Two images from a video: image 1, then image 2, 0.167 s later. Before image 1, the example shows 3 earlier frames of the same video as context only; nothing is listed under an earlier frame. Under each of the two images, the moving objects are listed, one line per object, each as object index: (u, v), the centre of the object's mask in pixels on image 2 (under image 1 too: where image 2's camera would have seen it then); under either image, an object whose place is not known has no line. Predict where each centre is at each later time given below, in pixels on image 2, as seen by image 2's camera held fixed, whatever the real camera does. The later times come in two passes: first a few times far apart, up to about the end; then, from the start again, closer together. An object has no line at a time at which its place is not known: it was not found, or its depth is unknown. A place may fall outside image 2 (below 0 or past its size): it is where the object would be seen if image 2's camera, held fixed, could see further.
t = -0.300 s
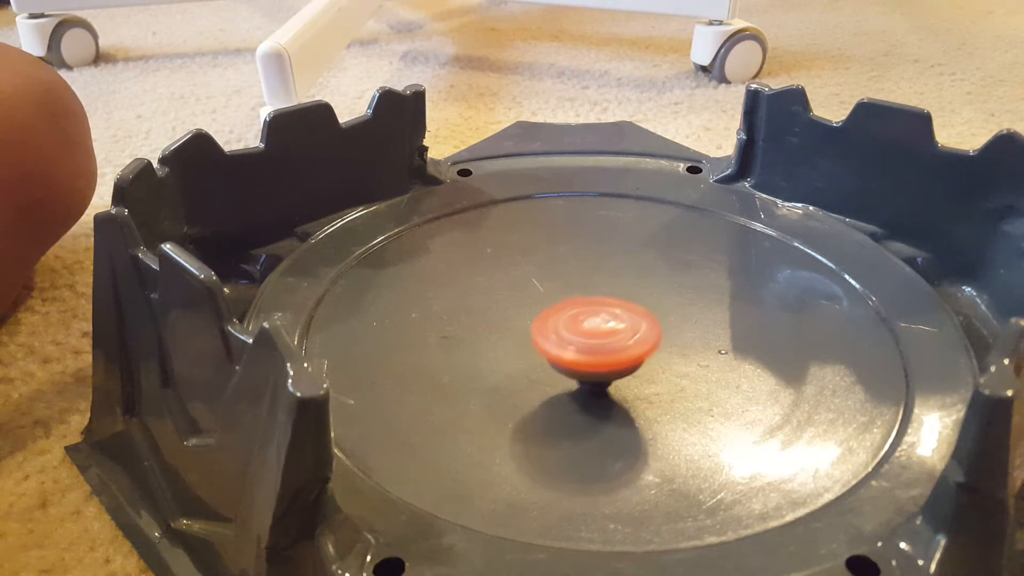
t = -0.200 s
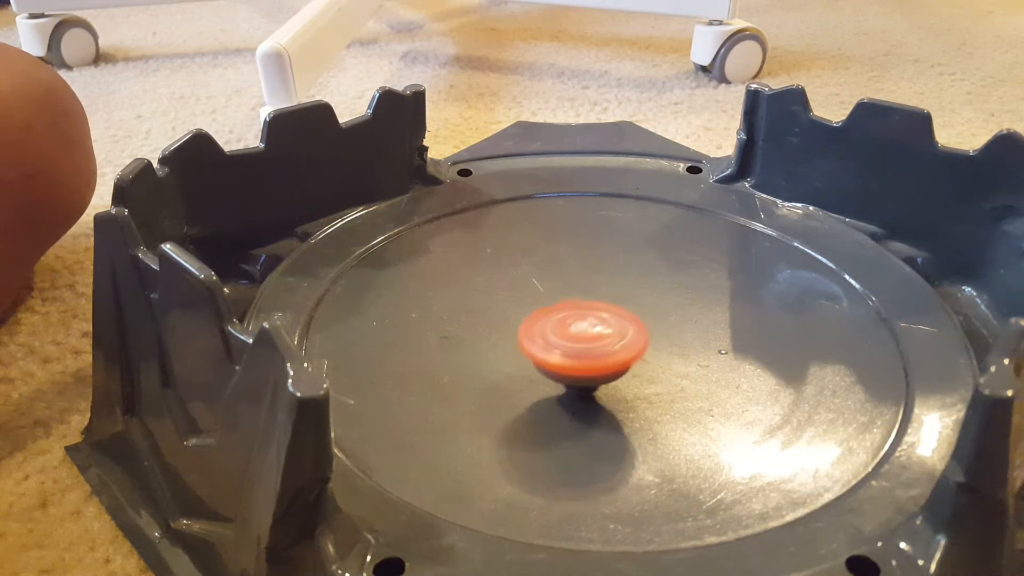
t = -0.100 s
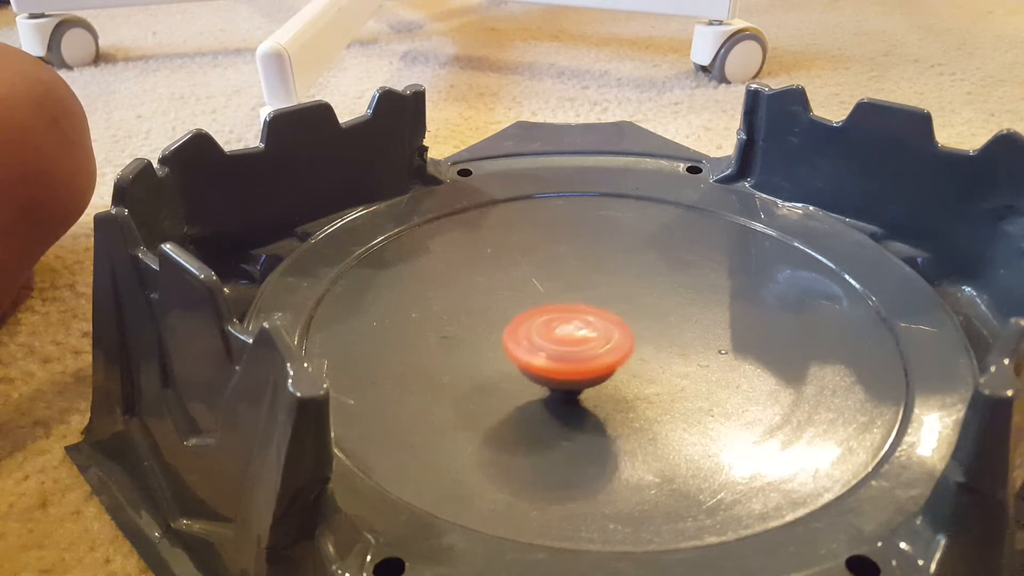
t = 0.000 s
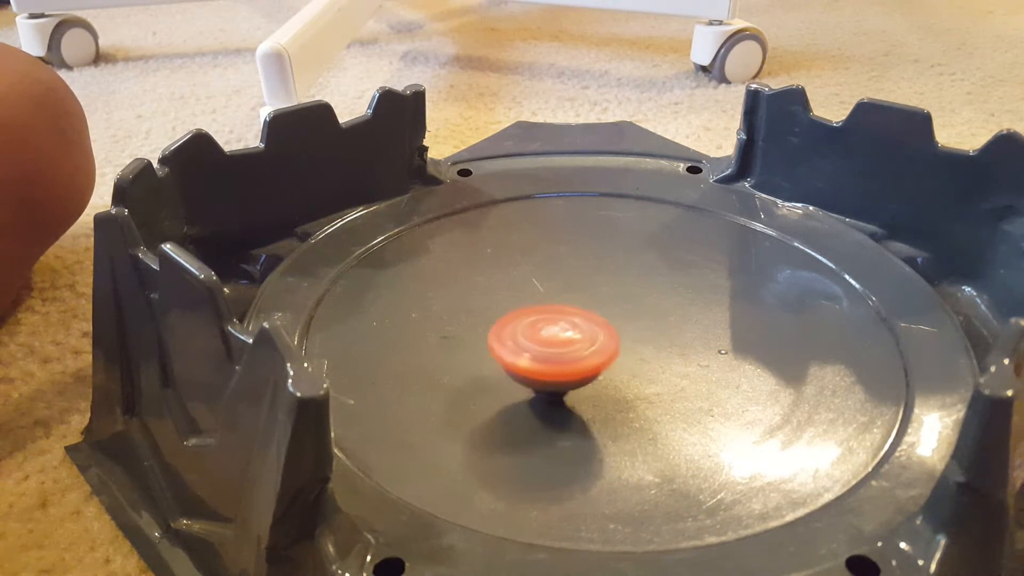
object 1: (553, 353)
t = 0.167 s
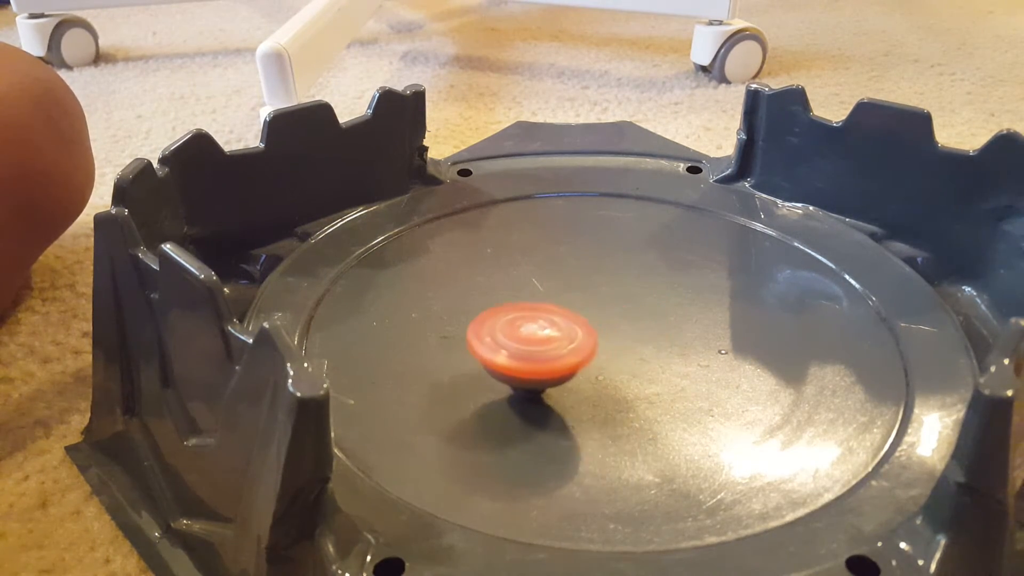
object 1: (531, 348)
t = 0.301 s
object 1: (519, 345)
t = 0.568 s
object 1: (516, 326)
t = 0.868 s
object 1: (538, 296)
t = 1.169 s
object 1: (561, 269)
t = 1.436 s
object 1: (579, 256)
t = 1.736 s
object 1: (597, 255)
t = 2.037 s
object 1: (609, 273)
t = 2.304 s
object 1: (613, 299)
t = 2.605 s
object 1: (613, 328)
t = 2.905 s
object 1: (595, 342)
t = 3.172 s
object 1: (577, 339)
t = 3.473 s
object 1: (556, 320)
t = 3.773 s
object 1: (553, 288)
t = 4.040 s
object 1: (557, 269)
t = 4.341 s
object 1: (569, 259)
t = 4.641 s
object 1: (588, 264)
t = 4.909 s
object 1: (598, 279)
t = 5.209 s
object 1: (601, 304)
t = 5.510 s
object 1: (594, 329)
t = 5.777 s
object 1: (576, 337)
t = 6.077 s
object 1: (557, 330)
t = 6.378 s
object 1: (557, 307)
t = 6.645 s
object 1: (570, 285)
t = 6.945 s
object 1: (586, 269)
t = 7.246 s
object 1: (599, 266)
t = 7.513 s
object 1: (604, 276)
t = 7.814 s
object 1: (593, 293)
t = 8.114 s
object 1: (573, 312)
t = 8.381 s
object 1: (554, 315)
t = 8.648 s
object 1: (541, 308)
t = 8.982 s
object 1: (541, 289)
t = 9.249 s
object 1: (558, 280)
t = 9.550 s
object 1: (584, 280)
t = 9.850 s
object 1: (600, 288)
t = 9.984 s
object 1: (601, 294)
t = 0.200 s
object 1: (528, 347)
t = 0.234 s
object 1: (525, 345)
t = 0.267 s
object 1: (522, 347)
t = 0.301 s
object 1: (519, 345)
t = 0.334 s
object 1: (517, 341)
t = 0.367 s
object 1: (515, 339)
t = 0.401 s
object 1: (514, 338)
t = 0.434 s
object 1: (513, 334)
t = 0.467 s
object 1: (513, 331)
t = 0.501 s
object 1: (513, 331)
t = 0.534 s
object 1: (514, 328)
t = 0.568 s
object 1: (516, 326)
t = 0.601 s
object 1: (518, 323)
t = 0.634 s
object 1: (520, 320)
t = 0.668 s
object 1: (522, 317)
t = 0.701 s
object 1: (525, 314)
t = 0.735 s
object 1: (527, 308)
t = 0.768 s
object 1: (530, 305)
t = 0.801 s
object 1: (532, 300)
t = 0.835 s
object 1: (535, 297)
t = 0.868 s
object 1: (538, 296)
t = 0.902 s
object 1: (540, 291)
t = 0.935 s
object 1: (542, 288)
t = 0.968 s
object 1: (545, 286)
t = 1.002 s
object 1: (548, 282)
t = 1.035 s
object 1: (550, 281)
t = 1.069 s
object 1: (553, 276)
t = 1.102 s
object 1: (556, 274)
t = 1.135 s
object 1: (558, 271)
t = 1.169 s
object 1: (561, 269)
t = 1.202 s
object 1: (563, 267)
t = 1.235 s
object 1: (565, 266)
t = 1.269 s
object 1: (568, 262)
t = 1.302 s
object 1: (570, 261)
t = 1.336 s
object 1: (572, 260)
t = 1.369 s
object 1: (575, 257)
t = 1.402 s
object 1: (577, 256)
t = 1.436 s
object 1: (579, 256)
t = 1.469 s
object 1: (581, 255)
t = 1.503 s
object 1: (584, 254)
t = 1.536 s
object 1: (585, 253)
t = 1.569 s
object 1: (588, 253)
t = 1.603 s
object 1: (589, 253)
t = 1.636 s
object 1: (591, 253)
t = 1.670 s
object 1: (593, 254)
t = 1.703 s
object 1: (595, 254)
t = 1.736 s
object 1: (597, 255)
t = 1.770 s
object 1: (598, 257)
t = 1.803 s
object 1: (599, 258)
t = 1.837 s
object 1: (601, 260)
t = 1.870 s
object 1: (602, 262)
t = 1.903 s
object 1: (604, 264)
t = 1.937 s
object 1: (605, 266)
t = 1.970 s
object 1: (607, 268)
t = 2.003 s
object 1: (608, 271)
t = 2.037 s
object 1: (609, 273)
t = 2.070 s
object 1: (610, 276)
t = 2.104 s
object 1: (611, 279)
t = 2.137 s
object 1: (611, 282)
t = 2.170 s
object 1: (612, 285)
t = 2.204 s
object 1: (612, 288)
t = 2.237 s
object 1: (613, 292)
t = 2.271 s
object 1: (613, 295)
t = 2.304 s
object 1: (613, 299)
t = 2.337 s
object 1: (613, 303)
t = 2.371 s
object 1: (613, 306)
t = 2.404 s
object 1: (613, 310)
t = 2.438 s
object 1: (614, 313)
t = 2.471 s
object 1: (614, 316)
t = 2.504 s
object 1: (614, 320)
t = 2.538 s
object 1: (614, 322)
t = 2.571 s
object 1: (614, 325)
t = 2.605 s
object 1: (613, 328)
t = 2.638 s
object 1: (613, 330)
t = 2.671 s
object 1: (612, 333)
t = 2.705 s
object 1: (610, 335)
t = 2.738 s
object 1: (609, 337)
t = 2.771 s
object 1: (607, 338)
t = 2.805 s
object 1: (604, 339)
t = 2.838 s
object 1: (602, 341)
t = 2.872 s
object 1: (599, 341)
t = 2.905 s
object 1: (595, 342)
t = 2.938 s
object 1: (592, 343)
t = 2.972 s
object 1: (591, 342)
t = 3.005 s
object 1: (592, 342)
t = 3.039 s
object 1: (591, 342)
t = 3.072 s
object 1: (588, 342)
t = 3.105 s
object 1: (584, 341)
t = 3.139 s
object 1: (580, 340)
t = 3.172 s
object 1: (577, 339)
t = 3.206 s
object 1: (573, 337)
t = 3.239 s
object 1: (570, 336)
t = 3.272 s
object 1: (567, 334)
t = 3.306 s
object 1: (564, 330)
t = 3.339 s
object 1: (562, 330)
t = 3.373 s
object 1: (560, 327)
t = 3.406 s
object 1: (558, 323)
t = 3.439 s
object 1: (557, 320)
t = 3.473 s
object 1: (556, 320)
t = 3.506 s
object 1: (555, 314)
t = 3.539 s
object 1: (554, 313)
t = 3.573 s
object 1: (554, 308)
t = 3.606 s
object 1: (553, 305)
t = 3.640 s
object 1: (553, 301)
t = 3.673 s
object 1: (553, 298)
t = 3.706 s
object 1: (553, 294)
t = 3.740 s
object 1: (553, 291)
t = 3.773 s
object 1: (553, 288)
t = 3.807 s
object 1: (553, 285)
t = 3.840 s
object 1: (553, 283)
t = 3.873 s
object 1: (554, 280)
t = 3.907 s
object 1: (554, 277)
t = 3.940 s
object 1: (555, 275)
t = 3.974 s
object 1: (556, 273)
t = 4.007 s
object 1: (557, 271)
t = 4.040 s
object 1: (557, 269)
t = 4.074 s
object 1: (558, 267)
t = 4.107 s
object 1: (559, 265)
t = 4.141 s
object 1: (560, 264)
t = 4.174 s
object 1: (561, 263)
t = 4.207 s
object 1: (562, 262)
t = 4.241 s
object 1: (564, 261)
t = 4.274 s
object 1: (566, 260)
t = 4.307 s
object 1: (567, 260)
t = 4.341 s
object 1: (569, 259)
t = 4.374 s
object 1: (571, 259)
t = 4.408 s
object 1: (574, 258)
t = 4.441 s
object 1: (576, 259)
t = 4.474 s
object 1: (578, 259)
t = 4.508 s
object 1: (580, 260)
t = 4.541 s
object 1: (582, 260)
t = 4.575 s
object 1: (584, 262)
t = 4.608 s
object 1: (586, 263)
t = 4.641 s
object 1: (588, 264)
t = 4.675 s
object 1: (590, 265)
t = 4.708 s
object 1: (591, 267)
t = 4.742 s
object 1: (593, 268)
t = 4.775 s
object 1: (594, 270)
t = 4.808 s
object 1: (595, 272)
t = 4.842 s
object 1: (597, 275)
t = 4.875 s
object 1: (598, 277)
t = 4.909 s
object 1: (598, 279)
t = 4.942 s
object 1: (599, 282)
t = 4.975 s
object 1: (600, 284)
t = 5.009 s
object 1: (600, 287)
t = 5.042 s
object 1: (600, 289)
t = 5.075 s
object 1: (601, 292)
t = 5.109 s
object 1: (600, 295)
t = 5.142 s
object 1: (601, 298)
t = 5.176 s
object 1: (601, 301)
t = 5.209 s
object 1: (601, 304)
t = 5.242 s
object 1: (601, 307)
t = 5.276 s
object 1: (601, 311)
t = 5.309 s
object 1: (600, 315)
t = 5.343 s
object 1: (599, 318)
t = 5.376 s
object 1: (598, 320)
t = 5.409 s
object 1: (598, 323)
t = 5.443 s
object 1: (597, 325)
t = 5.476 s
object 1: (596, 327)
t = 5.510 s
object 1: (594, 329)
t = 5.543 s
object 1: (593, 331)
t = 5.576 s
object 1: (591, 332)
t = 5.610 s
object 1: (589, 334)
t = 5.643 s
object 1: (587, 335)
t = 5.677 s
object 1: (584, 336)
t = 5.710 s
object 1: (582, 336)
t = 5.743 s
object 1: (579, 337)
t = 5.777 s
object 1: (576, 337)
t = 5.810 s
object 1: (574, 337)
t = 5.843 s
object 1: (571, 337)
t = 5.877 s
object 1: (568, 337)
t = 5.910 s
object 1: (566, 336)
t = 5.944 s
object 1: (564, 335)
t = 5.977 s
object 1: (561, 334)
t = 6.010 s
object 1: (560, 333)
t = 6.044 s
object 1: (558, 331)
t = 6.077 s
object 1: (557, 330)
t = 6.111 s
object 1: (556, 328)
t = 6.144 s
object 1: (555, 326)
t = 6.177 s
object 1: (555, 324)
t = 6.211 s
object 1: (554, 322)
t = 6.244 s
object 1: (555, 320)
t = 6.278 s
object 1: (555, 317)
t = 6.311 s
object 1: (555, 314)
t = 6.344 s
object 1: (556, 309)
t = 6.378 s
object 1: (557, 307)
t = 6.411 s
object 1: (558, 304)
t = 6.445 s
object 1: (560, 301)
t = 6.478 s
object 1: (561, 298)
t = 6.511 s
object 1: (562, 295)
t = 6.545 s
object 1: (564, 293)
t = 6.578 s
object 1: (566, 290)
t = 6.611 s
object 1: (568, 287)
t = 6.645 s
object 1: (570, 285)
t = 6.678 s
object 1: (572, 282)
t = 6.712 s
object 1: (574, 280)
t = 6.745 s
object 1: (576, 279)
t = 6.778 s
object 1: (578, 277)
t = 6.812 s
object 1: (579, 275)
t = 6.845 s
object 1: (581, 273)
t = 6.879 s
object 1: (583, 272)
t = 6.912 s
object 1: (584, 269)
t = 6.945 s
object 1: (586, 269)
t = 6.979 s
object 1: (588, 268)
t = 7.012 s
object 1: (590, 267)
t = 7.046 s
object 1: (591, 265)
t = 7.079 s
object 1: (593, 266)
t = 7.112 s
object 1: (594, 265)
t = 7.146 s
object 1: (596, 266)
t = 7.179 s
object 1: (597, 266)
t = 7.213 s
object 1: (598, 266)
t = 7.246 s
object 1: (599, 266)
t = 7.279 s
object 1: (601, 267)
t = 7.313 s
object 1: (602, 268)
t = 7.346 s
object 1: (602, 269)
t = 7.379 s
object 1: (603, 270)
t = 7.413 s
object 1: (603, 271)
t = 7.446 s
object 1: (604, 272)
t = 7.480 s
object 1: (604, 274)
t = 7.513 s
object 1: (604, 276)
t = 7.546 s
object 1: (603, 277)
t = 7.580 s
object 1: (603, 279)
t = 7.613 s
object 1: (602, 280)
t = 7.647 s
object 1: (601, 282)
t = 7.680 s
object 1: (600, 285)
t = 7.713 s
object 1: (598, 287)
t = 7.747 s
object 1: (597, 289)
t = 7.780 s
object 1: (595, 291)
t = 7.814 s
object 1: (593, 293)
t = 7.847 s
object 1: (591, 296)
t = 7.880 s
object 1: (589, 299)
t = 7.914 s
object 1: (588, 301)
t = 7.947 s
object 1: (586, 303)
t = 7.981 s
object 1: (584, 305)
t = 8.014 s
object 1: (581, 307)
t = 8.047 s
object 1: (579, 309)
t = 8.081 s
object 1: (576, 310)
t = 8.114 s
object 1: (573, 312)
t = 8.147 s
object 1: (571, 313)
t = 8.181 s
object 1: (568, 314)
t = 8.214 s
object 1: (565, 314)
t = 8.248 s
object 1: (563, 315)
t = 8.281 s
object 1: (560, 315)
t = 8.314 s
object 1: (558, 316)
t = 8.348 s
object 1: (556, 316)
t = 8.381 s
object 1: (554, 315)
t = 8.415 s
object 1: (552, 315)
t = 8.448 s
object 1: (550, 314)
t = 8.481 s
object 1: (548, 314)
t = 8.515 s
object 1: (546, 313)
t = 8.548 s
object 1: (545, 312)
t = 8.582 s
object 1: (543, 311)
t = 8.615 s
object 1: (542, 309)
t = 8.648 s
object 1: (541, 308)
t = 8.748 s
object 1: (538, 301)
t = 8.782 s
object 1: (537, 299)
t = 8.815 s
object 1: (537, 297)
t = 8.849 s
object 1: (538, 298)
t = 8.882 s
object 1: (538, 294)
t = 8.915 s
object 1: (539, 292)
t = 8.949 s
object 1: (540, 290)
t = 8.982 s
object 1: (541, 289)
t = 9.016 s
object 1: (542, 287)
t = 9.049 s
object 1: (544, 286)
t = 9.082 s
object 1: (546, 285)
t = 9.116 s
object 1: (548, 284)
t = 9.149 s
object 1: (551, 282)
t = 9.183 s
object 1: (553, 282)
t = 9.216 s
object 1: (556, 281)
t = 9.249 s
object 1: (558, 280)
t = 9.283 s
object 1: (562, 280)
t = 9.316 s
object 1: (564, 281)
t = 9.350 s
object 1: (567, 280)
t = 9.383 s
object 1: (570, 280)
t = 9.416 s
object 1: (573, 279)
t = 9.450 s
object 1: (575, 279)
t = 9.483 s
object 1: (578, 279)
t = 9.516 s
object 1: (581, 279)
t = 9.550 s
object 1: (584, 280)
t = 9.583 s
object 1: (586, 280)
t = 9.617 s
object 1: (588, 281)
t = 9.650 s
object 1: (591, 282)
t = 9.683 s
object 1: (593, 283)
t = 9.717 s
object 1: (595, 284)
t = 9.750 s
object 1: (597, 285)
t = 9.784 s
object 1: (598, 286)
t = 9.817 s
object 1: (599, 287)
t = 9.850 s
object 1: (600, 288)
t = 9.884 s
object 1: (600, 289)
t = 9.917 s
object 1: (601, 291)
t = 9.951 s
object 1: (601, 292)
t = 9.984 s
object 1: (601, 294)
